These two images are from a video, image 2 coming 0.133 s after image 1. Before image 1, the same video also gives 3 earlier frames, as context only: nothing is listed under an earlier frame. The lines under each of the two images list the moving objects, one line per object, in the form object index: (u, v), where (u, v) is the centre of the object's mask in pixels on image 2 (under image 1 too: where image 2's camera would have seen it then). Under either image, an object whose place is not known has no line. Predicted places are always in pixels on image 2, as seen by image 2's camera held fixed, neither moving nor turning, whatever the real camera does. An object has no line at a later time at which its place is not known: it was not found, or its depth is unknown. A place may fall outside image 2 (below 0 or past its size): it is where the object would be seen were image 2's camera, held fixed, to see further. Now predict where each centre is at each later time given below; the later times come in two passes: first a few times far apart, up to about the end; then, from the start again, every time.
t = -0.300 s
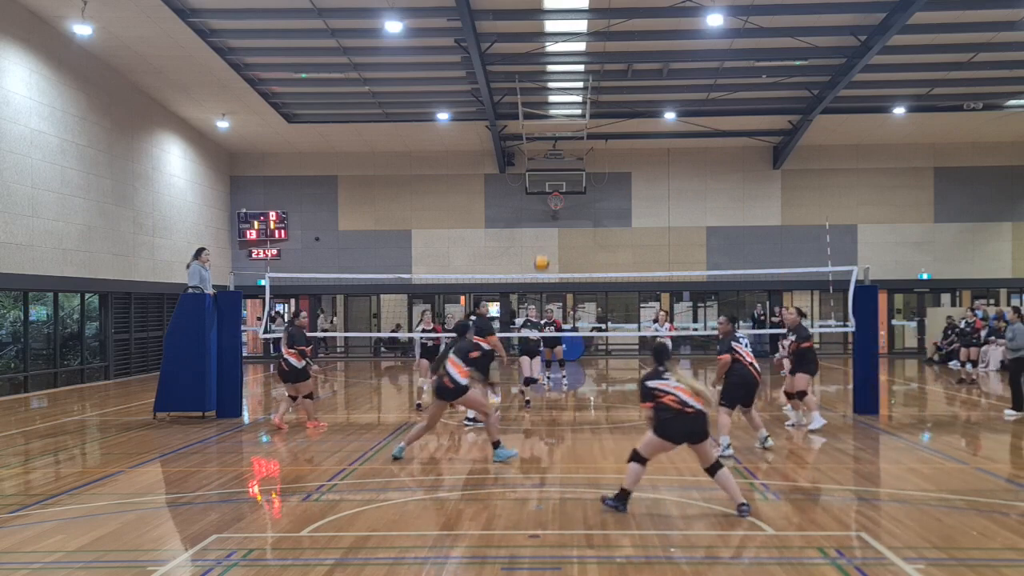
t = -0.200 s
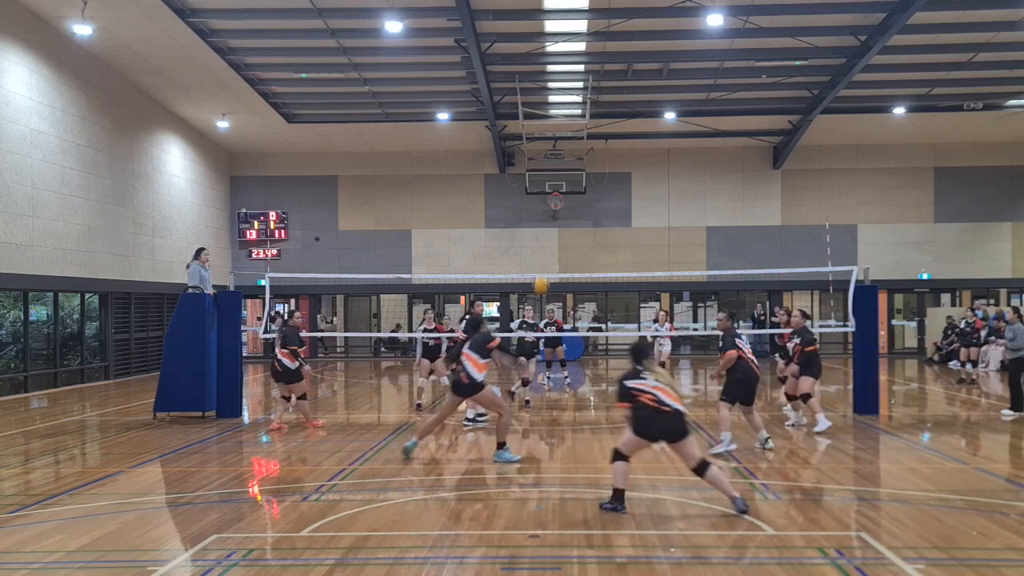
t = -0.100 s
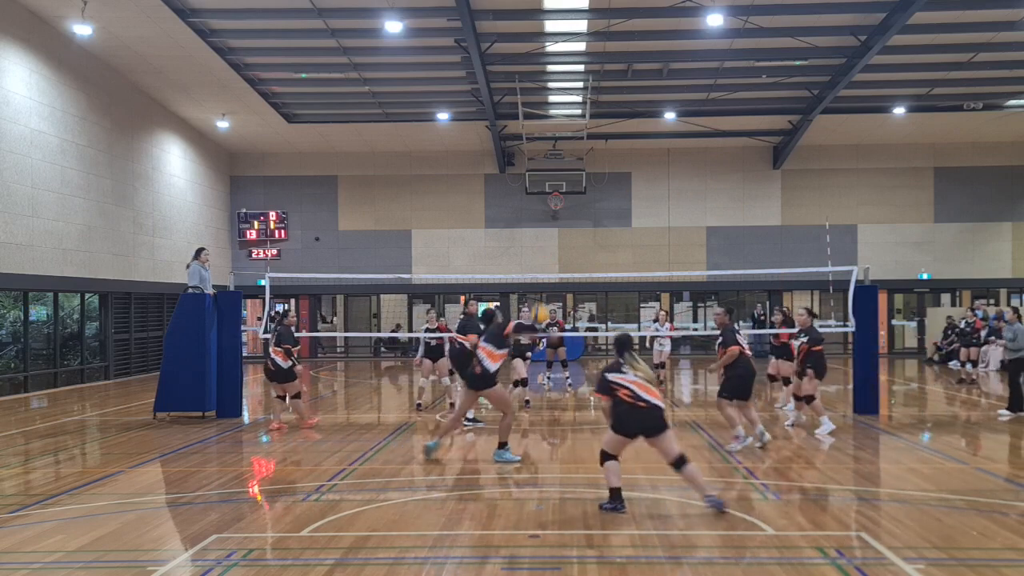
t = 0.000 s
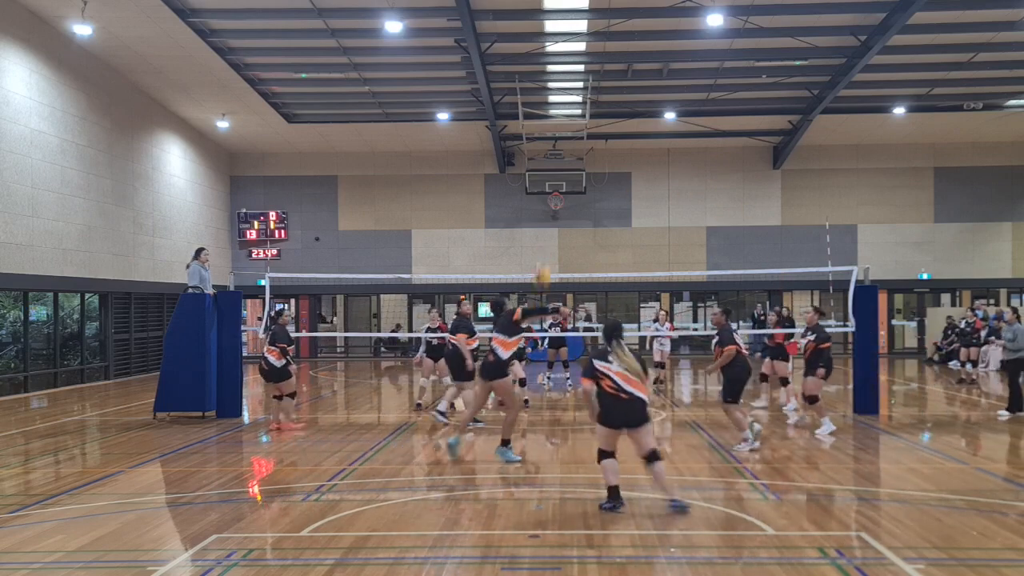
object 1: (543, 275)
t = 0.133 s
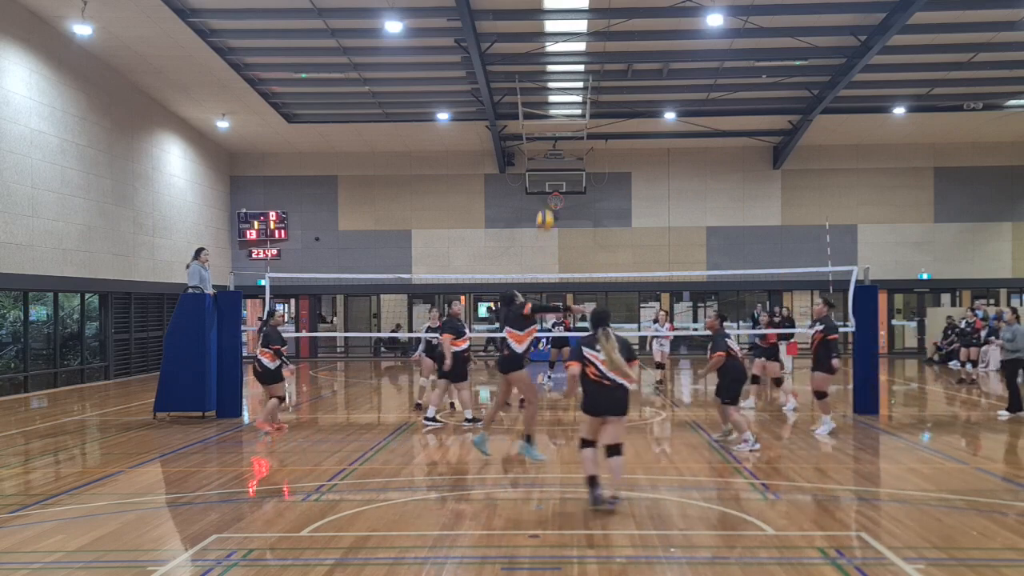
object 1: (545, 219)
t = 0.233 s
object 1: (547, 191)
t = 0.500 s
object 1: (552, 160)
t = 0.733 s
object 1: (556, 177)
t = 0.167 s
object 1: (545, 209)
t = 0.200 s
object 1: (546, 200)
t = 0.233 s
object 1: (547, 191)
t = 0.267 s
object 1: (547, 185)
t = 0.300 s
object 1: (548, 179)
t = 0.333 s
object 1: (549, 173)
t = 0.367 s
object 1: (549, 169)
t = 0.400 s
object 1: (550, 165)
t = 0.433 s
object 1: (550, 163)
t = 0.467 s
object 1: (551, 161)
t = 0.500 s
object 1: (552, 160)
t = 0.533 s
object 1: (553, 160)
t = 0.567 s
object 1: (553, 161)
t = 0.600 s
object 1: (553, 162)
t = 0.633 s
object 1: (554, 165)
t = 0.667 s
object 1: (555, 167)
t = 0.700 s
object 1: (555, 171)
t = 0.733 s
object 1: (556, 177)
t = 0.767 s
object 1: (556, 183)
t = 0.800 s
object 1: (557, 188)
